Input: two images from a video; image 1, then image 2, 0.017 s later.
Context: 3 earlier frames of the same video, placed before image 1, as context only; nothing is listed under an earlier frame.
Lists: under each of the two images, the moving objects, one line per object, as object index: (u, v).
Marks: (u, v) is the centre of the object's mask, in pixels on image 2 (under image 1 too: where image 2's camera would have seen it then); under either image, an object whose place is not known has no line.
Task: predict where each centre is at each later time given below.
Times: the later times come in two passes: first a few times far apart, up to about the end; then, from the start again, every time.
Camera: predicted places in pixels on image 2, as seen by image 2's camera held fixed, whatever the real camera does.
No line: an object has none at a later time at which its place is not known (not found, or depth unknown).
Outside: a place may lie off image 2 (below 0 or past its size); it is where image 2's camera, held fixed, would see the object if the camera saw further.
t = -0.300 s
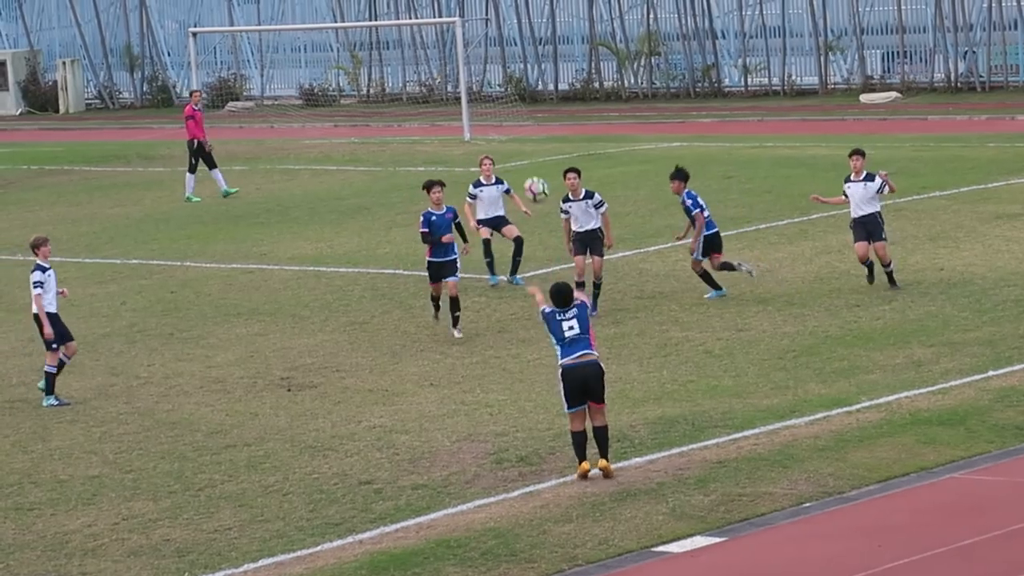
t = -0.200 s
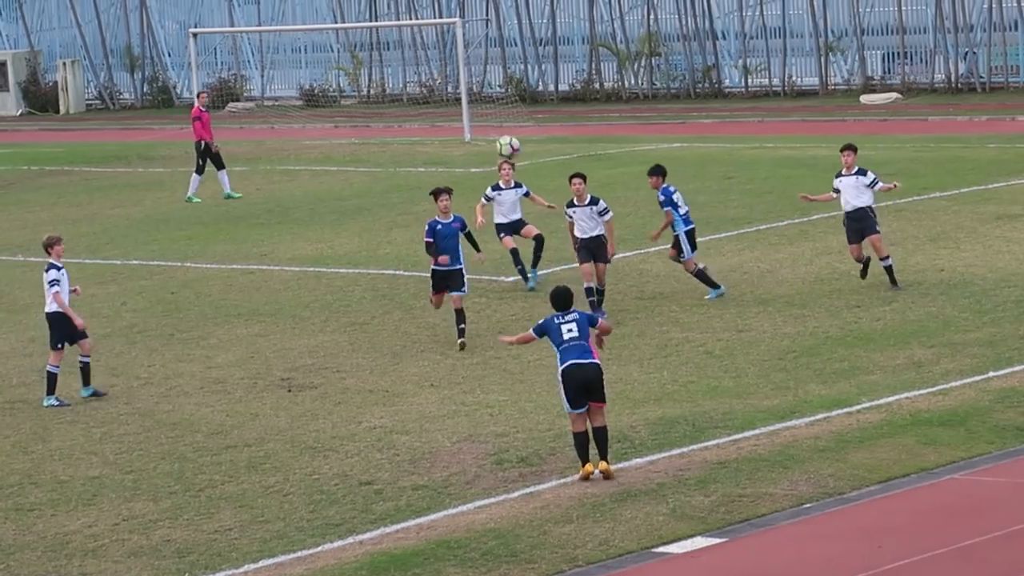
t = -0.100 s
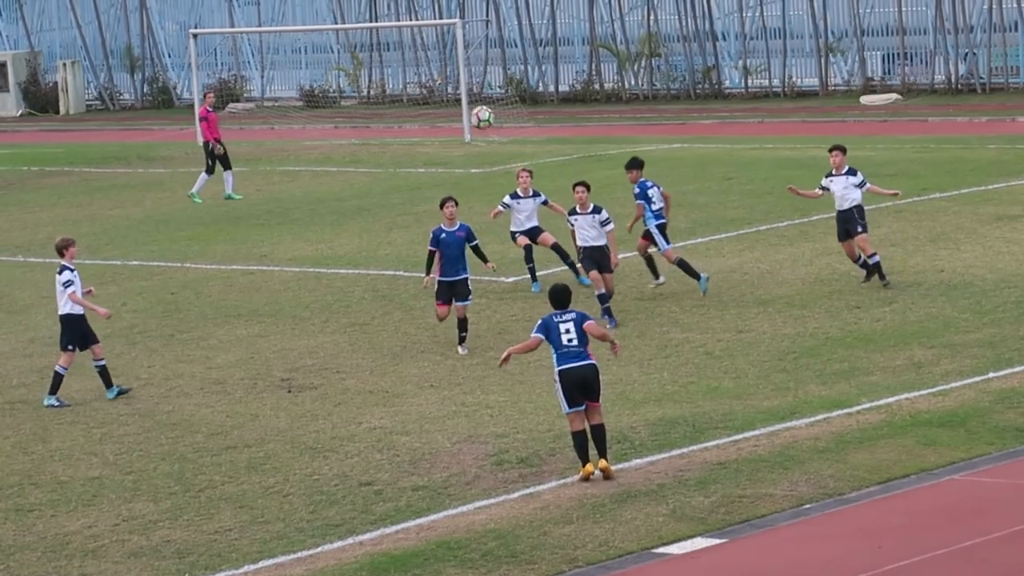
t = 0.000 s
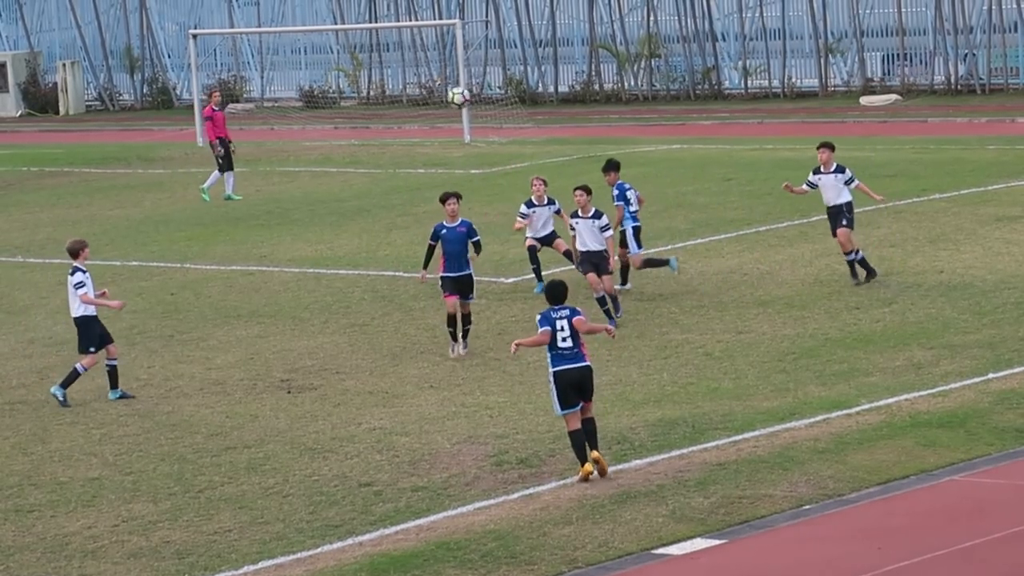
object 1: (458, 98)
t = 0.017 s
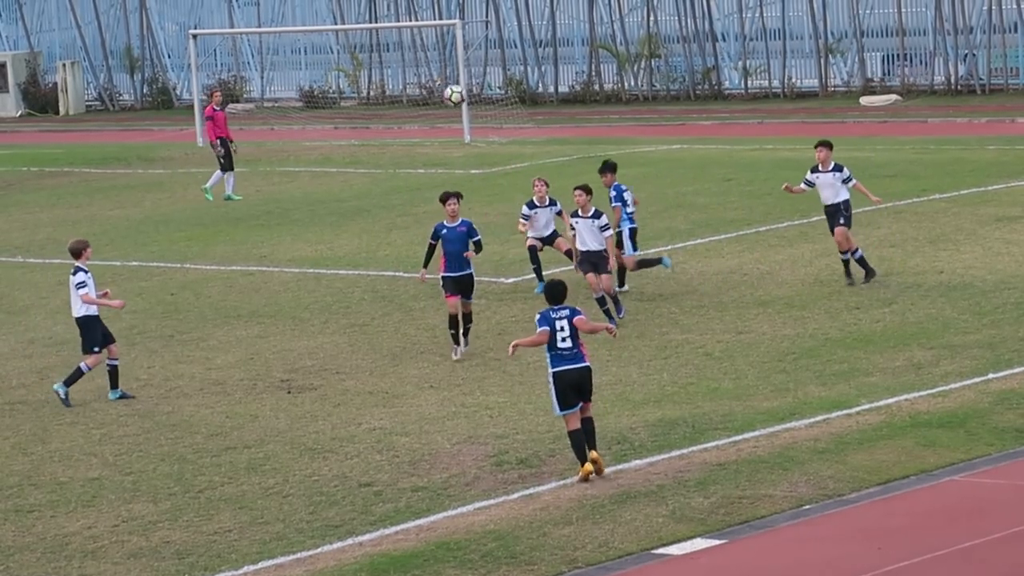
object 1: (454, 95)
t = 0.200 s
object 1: (416, 86)
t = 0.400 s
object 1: (380, 107)
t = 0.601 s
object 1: (347, 156)
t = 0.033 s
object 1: (450, 93)
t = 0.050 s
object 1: (447, 91)
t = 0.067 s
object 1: (444, 90)
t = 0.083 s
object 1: (441, 89)
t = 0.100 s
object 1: (436, 87)
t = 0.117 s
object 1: (433, 86)
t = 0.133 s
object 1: (430, 86)
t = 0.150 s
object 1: (427, 86)
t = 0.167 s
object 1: (423, 86)
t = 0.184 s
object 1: (418, 85)
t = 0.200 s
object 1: (416, 86)
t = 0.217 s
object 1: (413, 87)
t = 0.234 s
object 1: (410, 88)
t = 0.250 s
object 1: (407, 89)
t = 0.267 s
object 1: (403, 91)
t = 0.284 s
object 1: (400, 92)
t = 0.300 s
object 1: (397, 93)
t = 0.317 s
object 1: (393, 95)
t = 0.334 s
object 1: (391, 97)
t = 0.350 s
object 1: (389, 99)
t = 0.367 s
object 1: (385, 102)
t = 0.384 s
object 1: (383, 104)
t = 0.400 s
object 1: (380, 107)
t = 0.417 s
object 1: (377, 111)
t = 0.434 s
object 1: (374, 114)
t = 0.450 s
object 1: (371, 118)
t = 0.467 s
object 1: (368, 121)
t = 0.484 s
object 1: (365, 124)
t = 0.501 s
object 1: (363, 129)
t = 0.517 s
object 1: (360, 133)
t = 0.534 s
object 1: (357, 137)
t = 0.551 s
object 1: (354, 142)
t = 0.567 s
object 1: (352, 146)
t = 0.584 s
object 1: (349, 151)
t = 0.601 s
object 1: (347, 156)
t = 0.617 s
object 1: (344, 161)
